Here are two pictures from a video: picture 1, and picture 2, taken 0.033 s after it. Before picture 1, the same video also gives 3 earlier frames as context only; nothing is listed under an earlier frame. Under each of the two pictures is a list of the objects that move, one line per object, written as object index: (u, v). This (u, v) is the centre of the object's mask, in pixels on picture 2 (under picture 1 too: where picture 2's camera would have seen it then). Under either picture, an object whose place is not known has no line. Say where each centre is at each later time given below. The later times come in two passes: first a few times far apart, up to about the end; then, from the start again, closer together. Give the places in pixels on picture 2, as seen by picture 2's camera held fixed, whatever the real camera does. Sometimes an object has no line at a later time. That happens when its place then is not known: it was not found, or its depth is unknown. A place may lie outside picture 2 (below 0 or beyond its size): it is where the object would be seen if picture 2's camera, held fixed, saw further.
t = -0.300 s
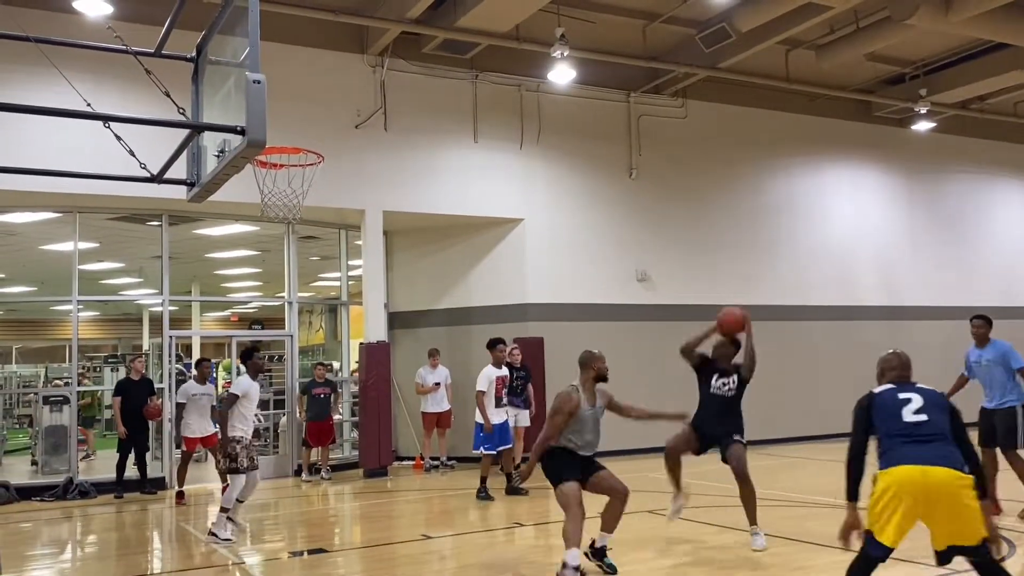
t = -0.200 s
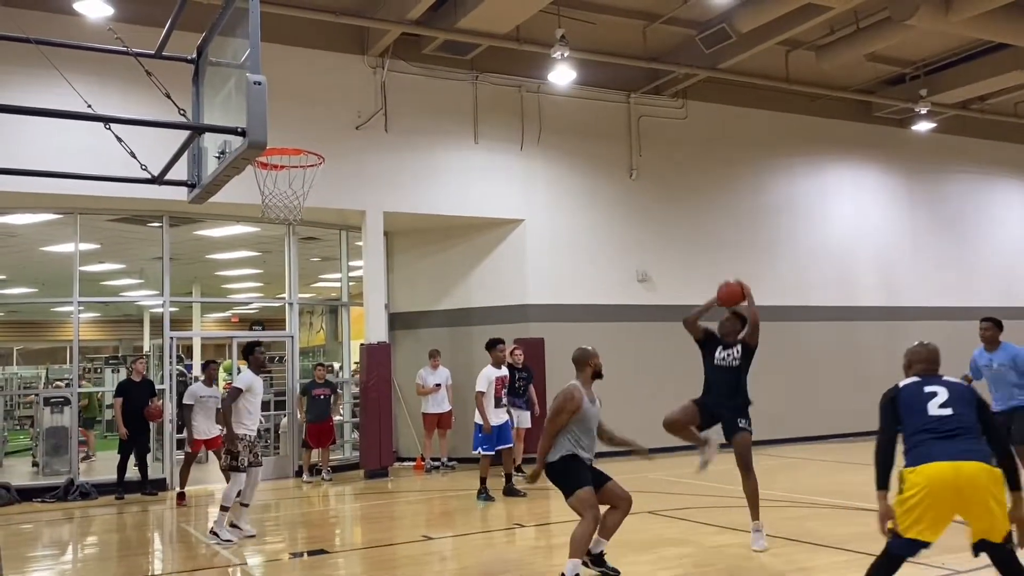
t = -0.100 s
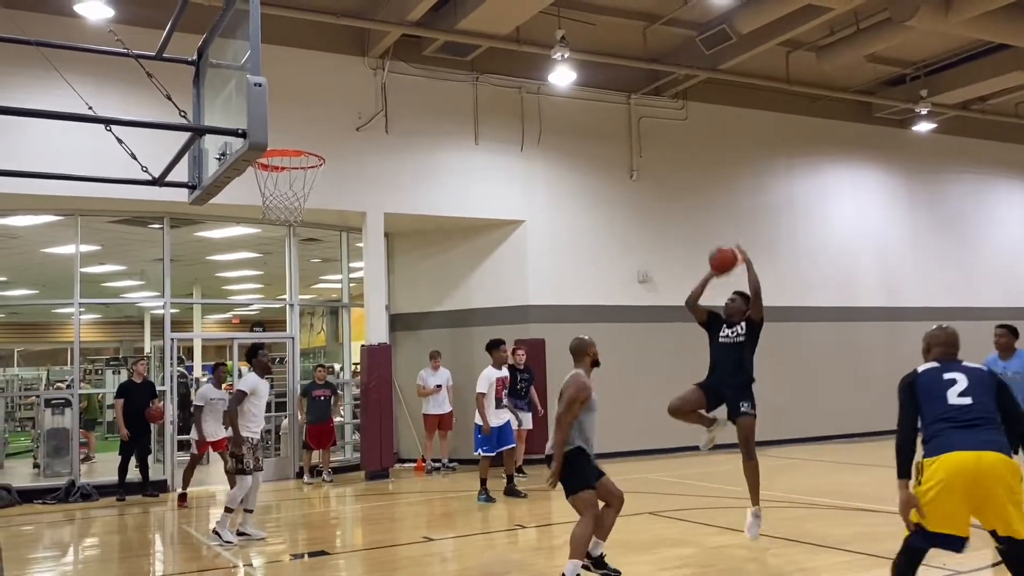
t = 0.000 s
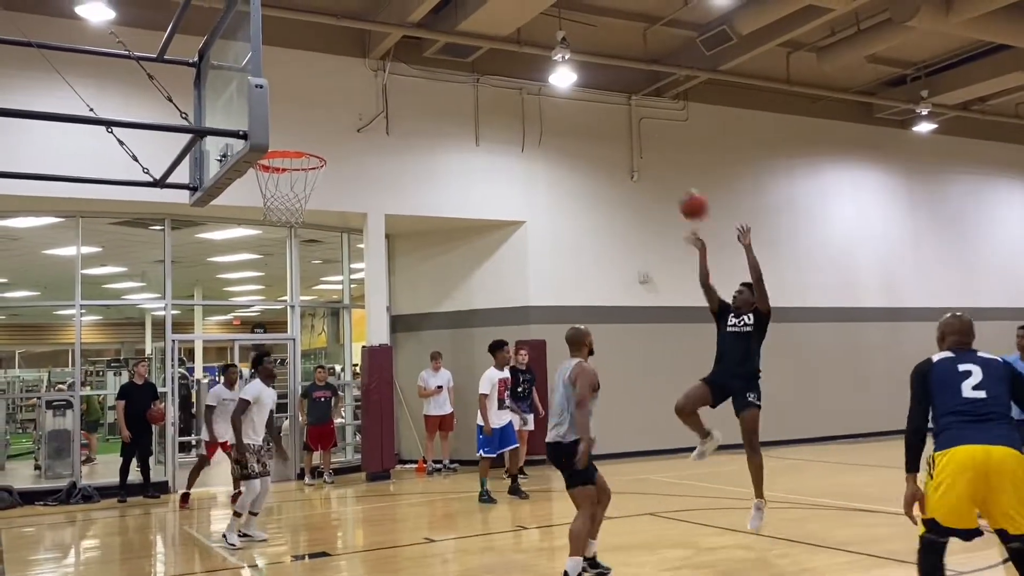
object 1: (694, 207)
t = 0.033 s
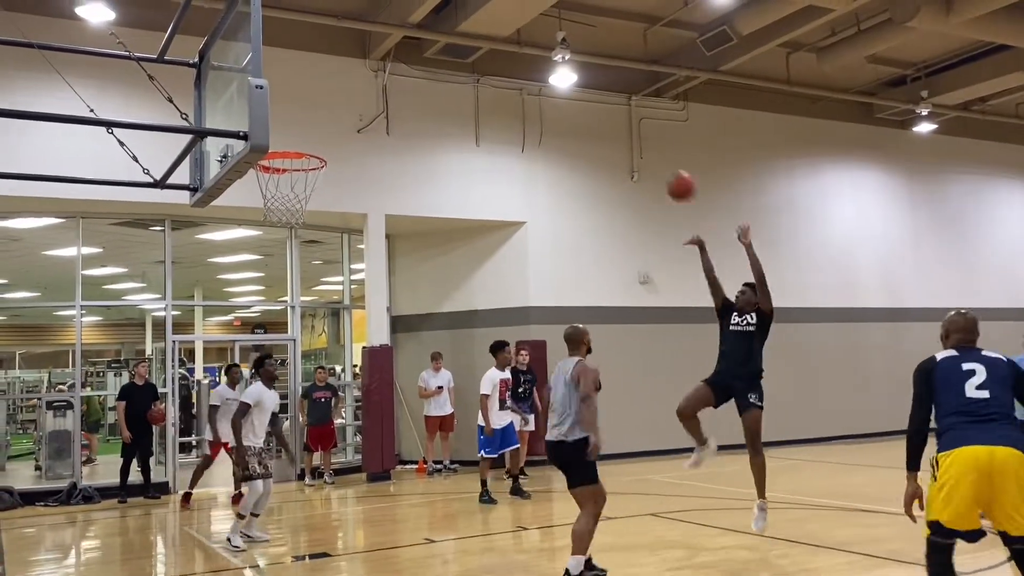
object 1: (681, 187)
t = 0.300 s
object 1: (582, 76)
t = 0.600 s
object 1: (458, 45)
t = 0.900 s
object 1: (327, 126)
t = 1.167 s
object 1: (281, 134)
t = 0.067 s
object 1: (668, 168)
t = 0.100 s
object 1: (657, 152)
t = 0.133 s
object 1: (643, 135)
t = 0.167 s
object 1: (630, 121)
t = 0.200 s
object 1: (617, 108)
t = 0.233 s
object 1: (605, 95)
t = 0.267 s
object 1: (592, 84)
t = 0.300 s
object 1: (582, 76)
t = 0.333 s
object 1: (565, 64)
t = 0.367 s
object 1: (551, 58)
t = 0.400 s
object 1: (538, 53)
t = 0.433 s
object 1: (526, 49)
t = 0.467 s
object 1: (512, 45)
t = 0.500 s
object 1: (499, 42)
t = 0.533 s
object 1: (486, 42)
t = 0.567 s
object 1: (472, 43)
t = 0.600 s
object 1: (458, 45)
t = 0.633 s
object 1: (443, 47)
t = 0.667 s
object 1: (429, 52)
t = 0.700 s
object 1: (416, 58)
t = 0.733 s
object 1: (401, 65)
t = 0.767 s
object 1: (386, 75)
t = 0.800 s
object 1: (372, 86)
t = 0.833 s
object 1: (357, 98)
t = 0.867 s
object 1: (342, 112)
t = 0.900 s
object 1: (327, 126)
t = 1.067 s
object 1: (289, 138)
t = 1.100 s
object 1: (286, 136)
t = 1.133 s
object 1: (283, 135)
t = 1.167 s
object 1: (281, 134)
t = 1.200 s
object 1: (279, 135)
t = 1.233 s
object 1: (277, 137)
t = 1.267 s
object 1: (276, 140)
